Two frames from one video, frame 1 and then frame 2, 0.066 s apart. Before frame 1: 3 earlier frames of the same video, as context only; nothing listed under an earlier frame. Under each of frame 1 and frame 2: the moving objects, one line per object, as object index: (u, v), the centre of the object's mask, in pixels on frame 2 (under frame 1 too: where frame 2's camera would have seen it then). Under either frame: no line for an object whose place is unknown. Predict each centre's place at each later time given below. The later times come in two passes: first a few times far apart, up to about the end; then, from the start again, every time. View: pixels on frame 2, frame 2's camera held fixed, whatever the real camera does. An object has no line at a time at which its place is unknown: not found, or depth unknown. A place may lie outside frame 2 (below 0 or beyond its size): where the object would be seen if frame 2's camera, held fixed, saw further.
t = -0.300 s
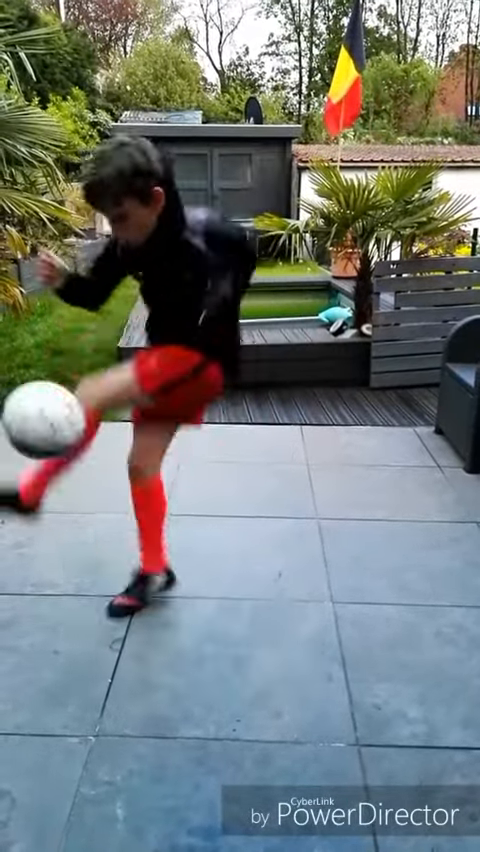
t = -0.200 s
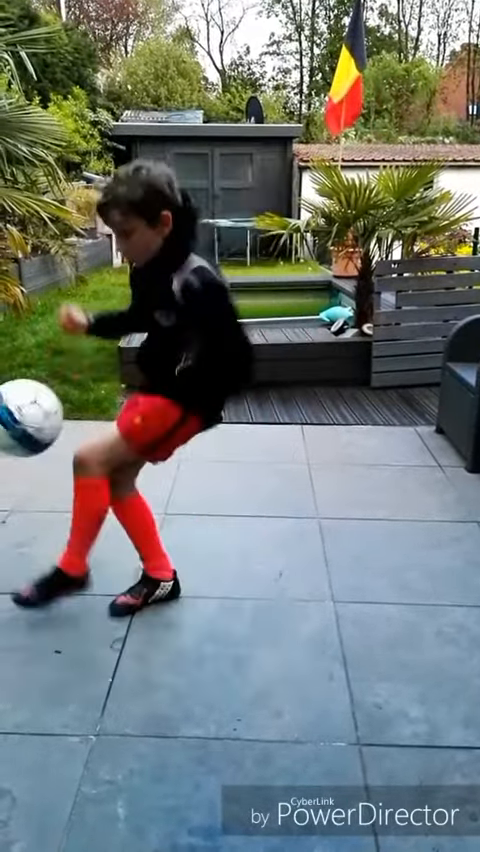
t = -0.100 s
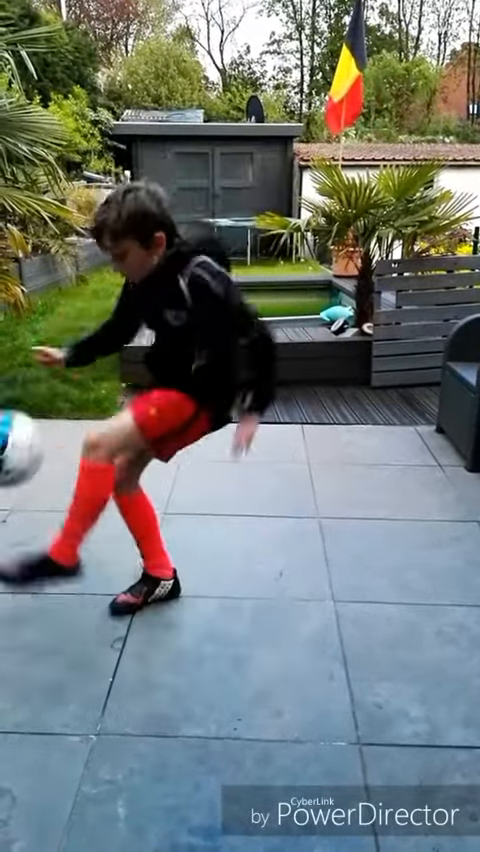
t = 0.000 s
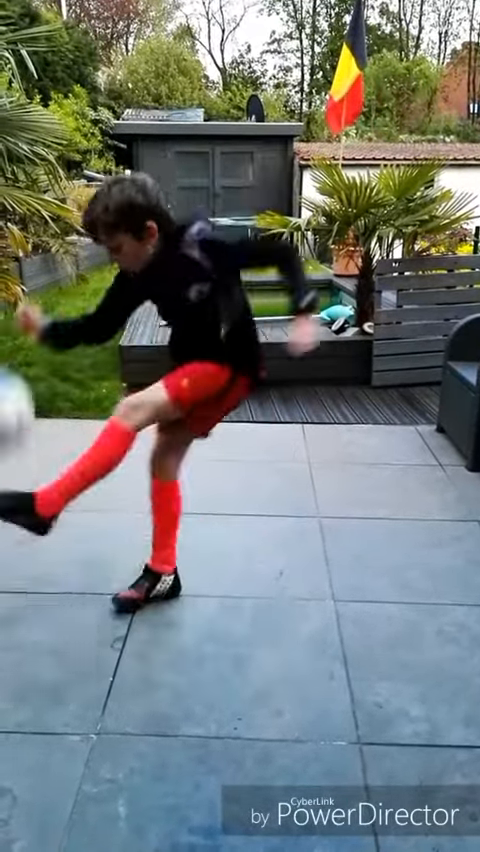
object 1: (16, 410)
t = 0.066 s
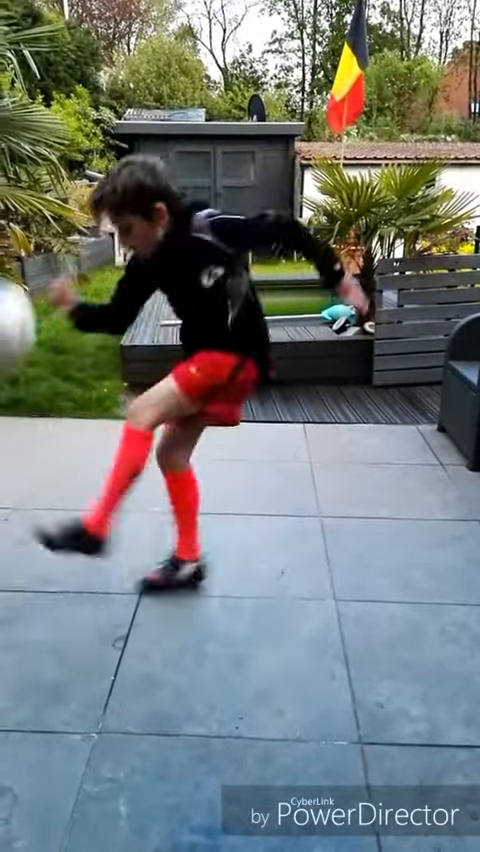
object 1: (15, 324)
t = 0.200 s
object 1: (16, 192)
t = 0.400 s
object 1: (26, 137)
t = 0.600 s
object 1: (51, 212)
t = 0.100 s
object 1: (16, 282)
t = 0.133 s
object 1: (16, 252)
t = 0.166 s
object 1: (17, 217)
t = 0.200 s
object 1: (16, 192)
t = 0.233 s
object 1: (15, 174)
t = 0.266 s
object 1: (15, 157)
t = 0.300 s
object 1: (17, 147)
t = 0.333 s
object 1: (21, 139)
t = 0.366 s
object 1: (22, 136)
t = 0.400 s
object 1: (26, 137)
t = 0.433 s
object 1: (29, 140)
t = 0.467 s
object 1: (33, 147)
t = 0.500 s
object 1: (36, 157)
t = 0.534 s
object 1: (42, 173)
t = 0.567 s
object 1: (47, 191)
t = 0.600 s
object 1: (51, 212)
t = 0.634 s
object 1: (58, 237)
